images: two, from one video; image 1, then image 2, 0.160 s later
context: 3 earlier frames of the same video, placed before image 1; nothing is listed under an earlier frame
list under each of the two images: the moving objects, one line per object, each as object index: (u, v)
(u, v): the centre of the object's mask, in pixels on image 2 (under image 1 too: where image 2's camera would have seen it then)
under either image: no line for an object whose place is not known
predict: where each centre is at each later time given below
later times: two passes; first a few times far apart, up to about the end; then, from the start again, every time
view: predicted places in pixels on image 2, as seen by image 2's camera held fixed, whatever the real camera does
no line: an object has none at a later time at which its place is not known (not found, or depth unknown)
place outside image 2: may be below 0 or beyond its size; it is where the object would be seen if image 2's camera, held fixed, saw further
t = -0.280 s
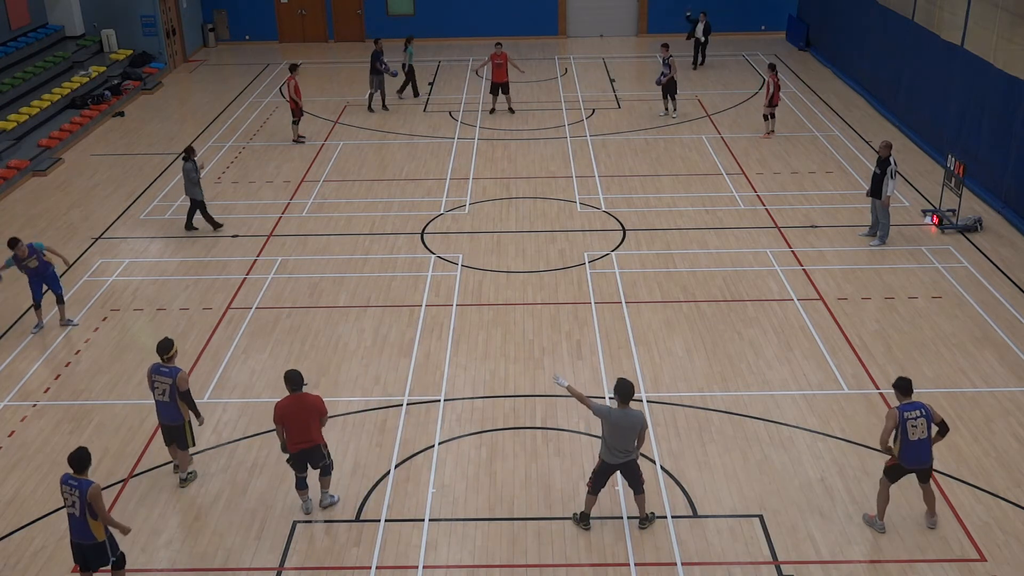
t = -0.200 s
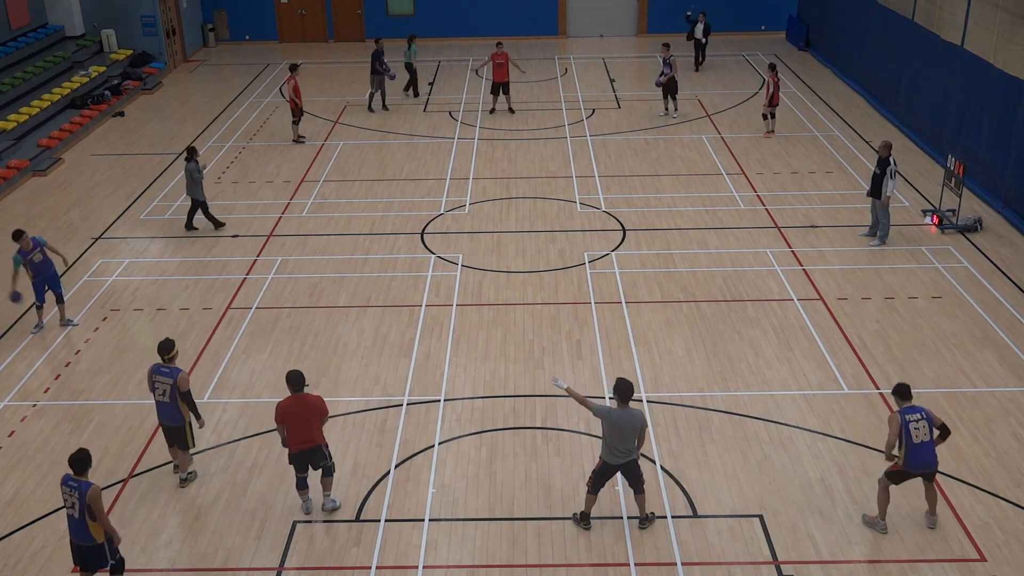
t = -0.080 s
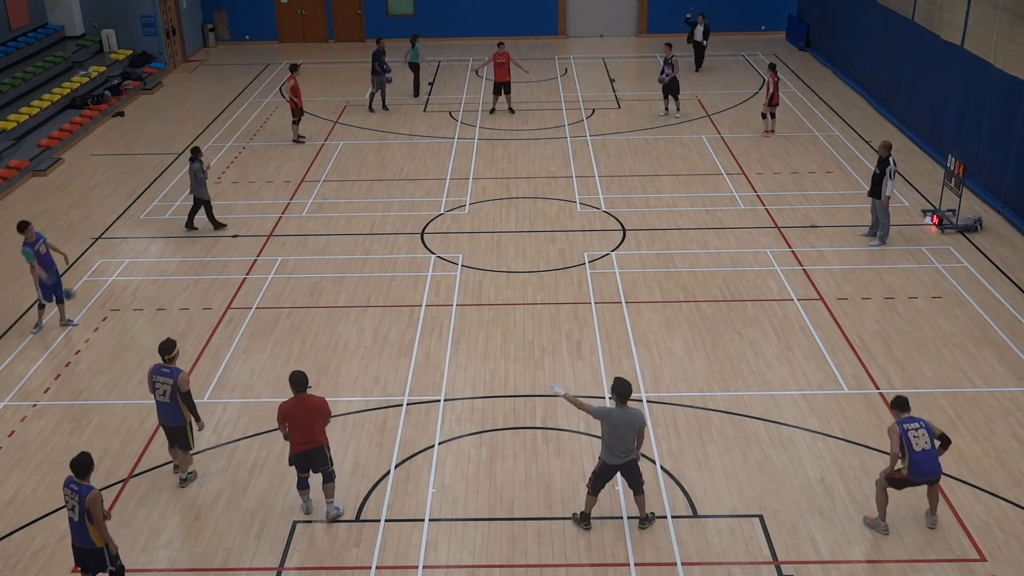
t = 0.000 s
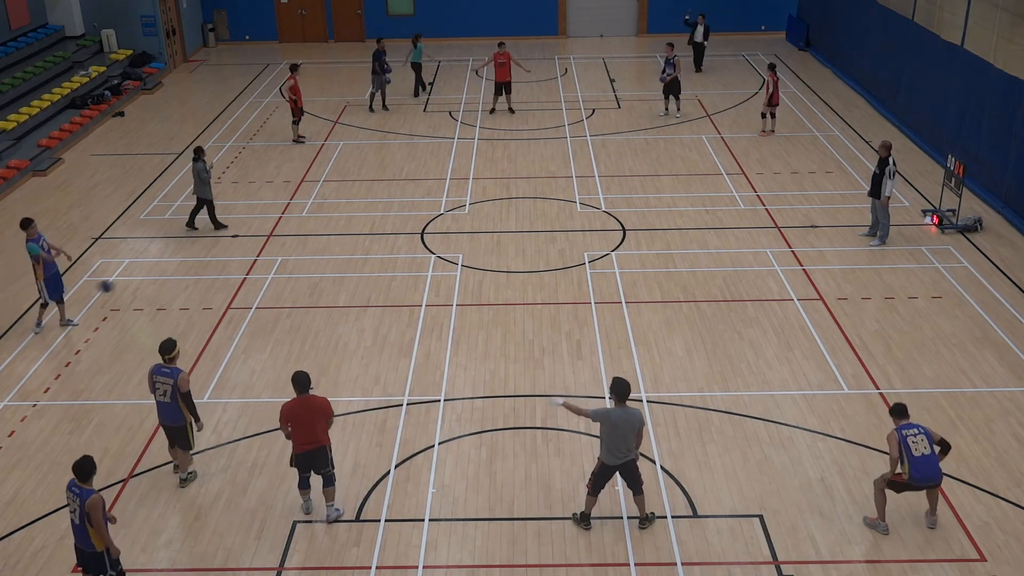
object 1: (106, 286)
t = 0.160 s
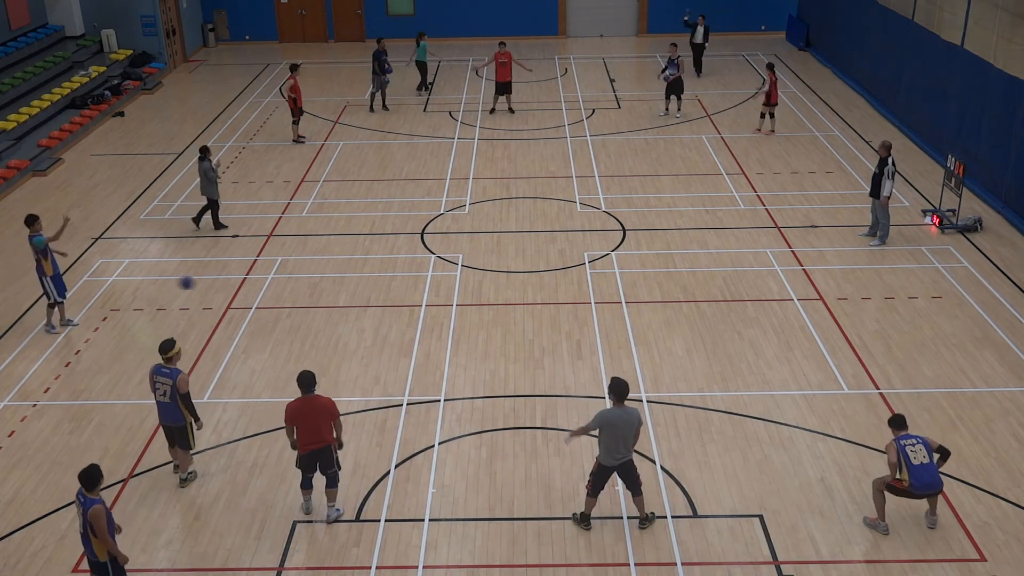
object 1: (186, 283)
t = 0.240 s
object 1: (229, 288)
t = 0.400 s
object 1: (317, 313)
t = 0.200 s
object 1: (208, 285)
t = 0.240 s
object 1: (229, 288)
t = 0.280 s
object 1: (251, 291)
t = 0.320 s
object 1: (272, 297)
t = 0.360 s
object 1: (294, 303)
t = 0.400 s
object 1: (317, 313)
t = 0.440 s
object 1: (340, 322)
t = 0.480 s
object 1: (362, 333)
